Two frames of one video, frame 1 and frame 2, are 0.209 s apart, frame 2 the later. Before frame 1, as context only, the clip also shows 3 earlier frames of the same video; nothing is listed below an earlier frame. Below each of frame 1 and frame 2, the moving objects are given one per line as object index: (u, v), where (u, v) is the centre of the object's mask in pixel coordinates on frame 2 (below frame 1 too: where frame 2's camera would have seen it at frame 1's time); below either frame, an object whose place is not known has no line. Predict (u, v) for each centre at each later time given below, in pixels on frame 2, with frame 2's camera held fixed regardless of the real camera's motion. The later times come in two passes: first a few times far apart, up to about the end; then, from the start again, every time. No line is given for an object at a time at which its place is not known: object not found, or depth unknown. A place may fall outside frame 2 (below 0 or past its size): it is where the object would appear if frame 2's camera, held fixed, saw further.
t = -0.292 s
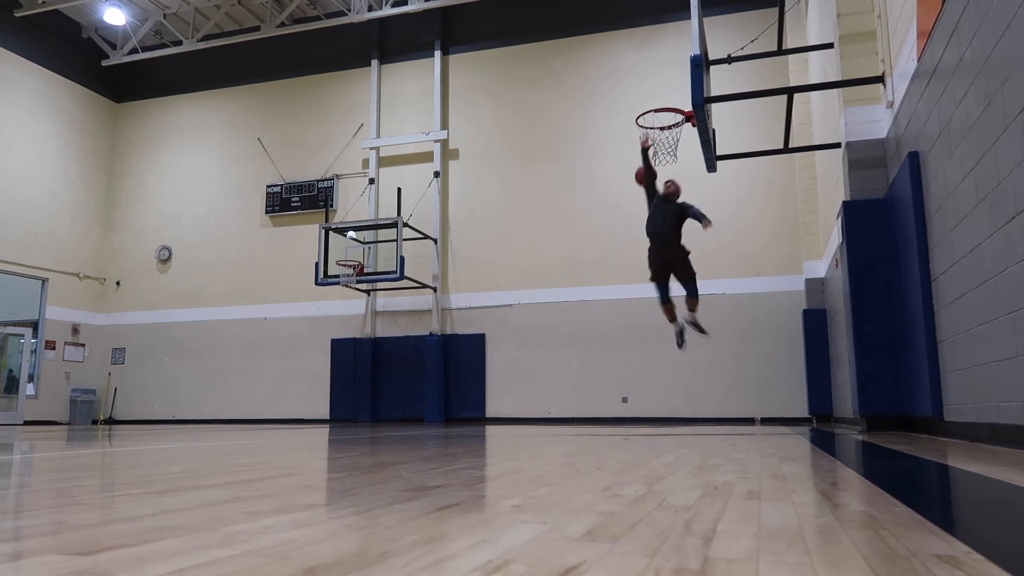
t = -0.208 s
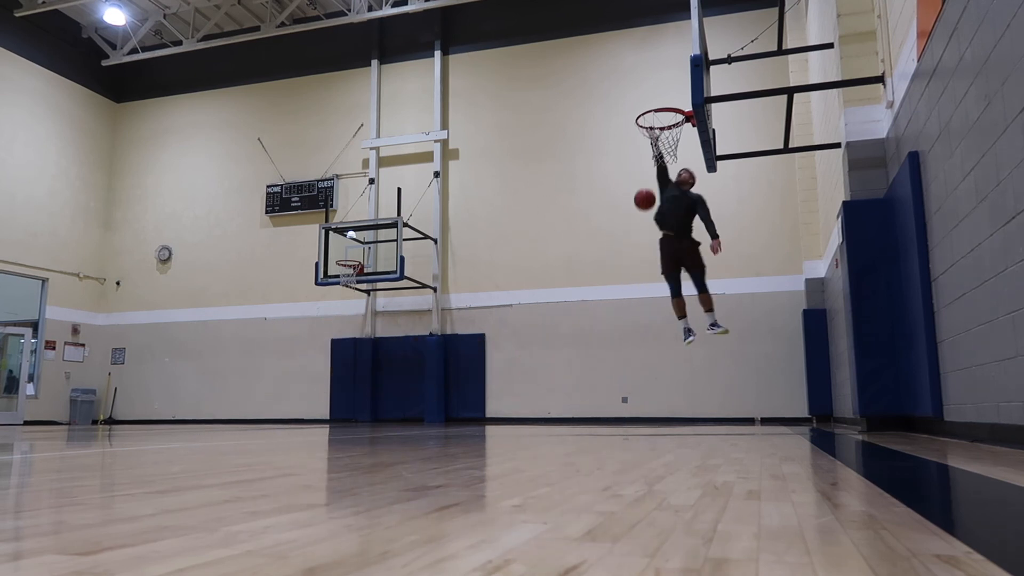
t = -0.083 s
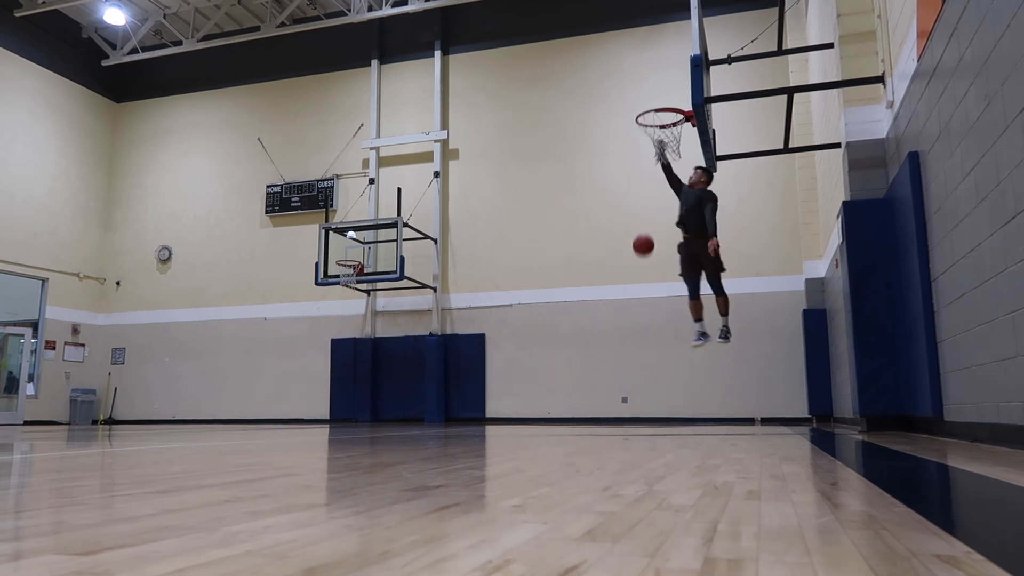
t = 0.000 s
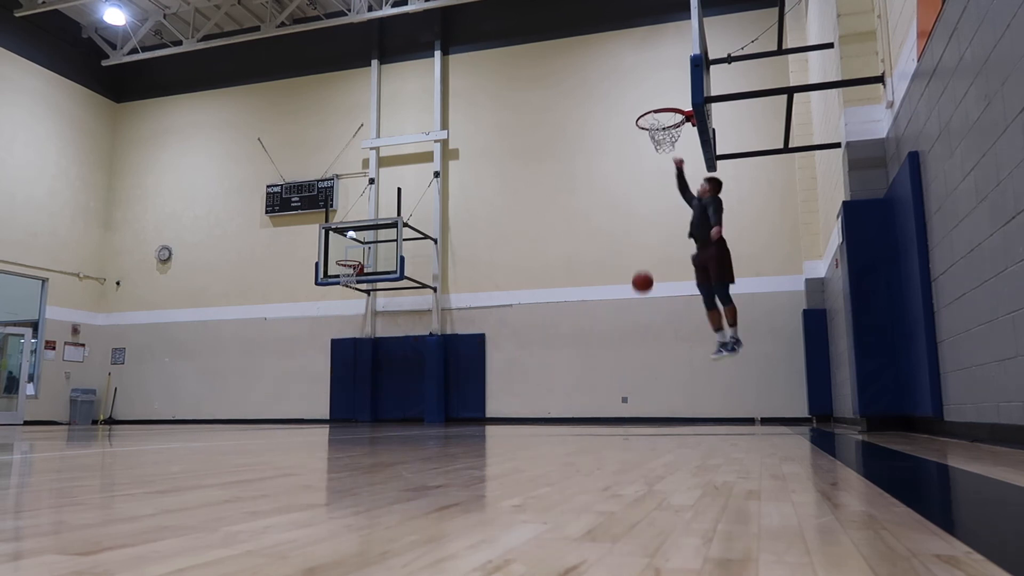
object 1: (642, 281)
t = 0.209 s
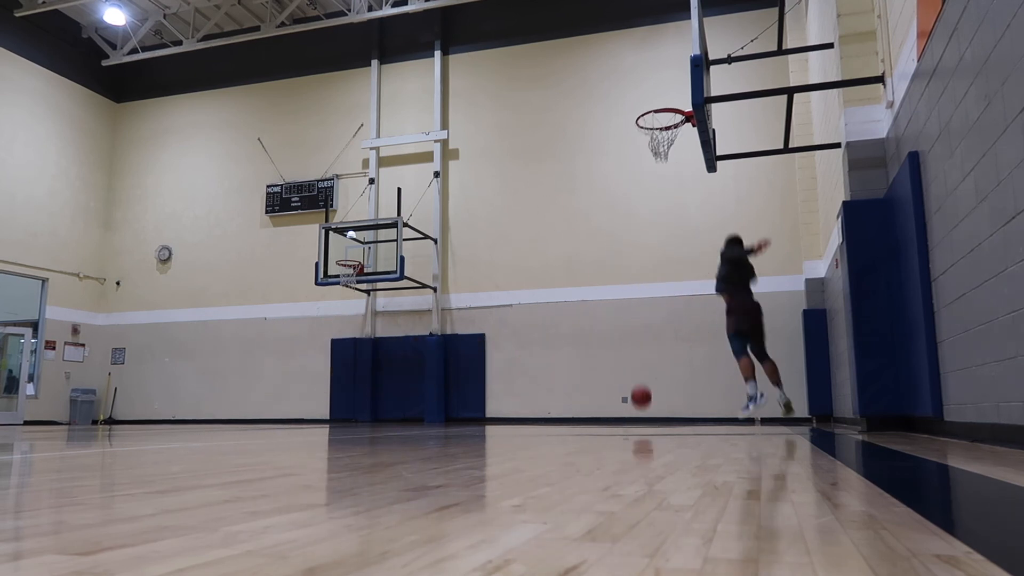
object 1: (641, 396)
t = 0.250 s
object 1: (641, 414)
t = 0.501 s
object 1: (647, 322)
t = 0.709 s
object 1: (652, 285)
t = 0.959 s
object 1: (660, 287)
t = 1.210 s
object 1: (670, 337)
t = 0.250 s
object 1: (641, 414)
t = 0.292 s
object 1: (642, 395)
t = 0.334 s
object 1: (643, 378)
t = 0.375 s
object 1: (644, 361)
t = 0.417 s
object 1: (645, 346)
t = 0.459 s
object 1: (645, 333)
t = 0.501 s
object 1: (647, 322)
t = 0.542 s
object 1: (648, 312)
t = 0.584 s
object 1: (649, 303)
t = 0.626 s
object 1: (650, 296)
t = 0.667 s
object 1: (651, 290)
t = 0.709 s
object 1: (652, 285)
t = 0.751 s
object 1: (653, 282)
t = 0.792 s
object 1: (655, 280)
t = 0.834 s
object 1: (656, 280)
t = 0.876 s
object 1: (657, 281)
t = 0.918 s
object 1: (659, 283)
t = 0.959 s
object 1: (660, 287)
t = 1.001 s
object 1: (662, 292)
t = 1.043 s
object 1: (663, 298)
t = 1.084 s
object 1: (665, 306)
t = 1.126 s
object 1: (667, 315)
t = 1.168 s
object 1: (668, 325)
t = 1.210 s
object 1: (670, 337)
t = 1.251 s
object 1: (672, 351)
